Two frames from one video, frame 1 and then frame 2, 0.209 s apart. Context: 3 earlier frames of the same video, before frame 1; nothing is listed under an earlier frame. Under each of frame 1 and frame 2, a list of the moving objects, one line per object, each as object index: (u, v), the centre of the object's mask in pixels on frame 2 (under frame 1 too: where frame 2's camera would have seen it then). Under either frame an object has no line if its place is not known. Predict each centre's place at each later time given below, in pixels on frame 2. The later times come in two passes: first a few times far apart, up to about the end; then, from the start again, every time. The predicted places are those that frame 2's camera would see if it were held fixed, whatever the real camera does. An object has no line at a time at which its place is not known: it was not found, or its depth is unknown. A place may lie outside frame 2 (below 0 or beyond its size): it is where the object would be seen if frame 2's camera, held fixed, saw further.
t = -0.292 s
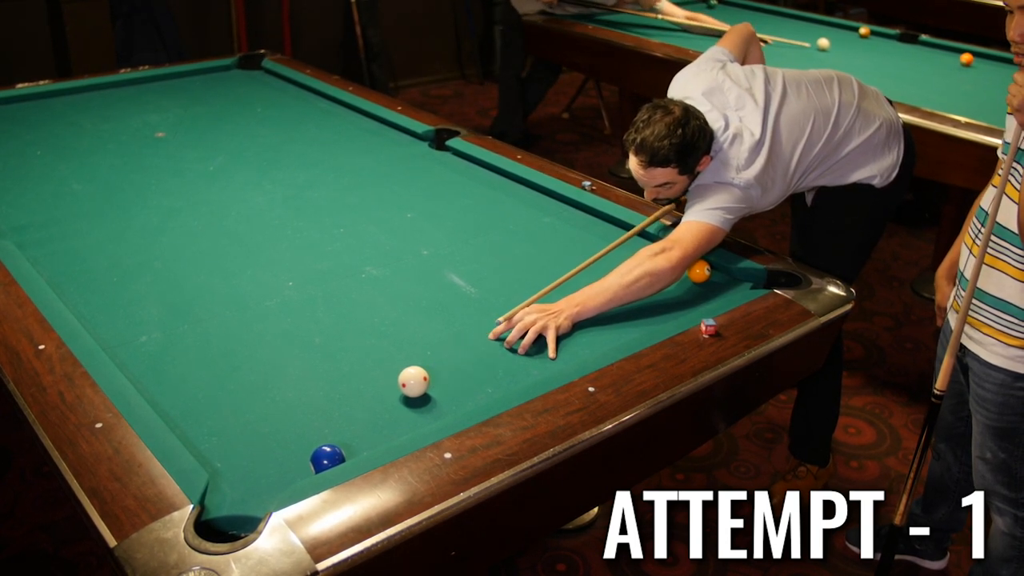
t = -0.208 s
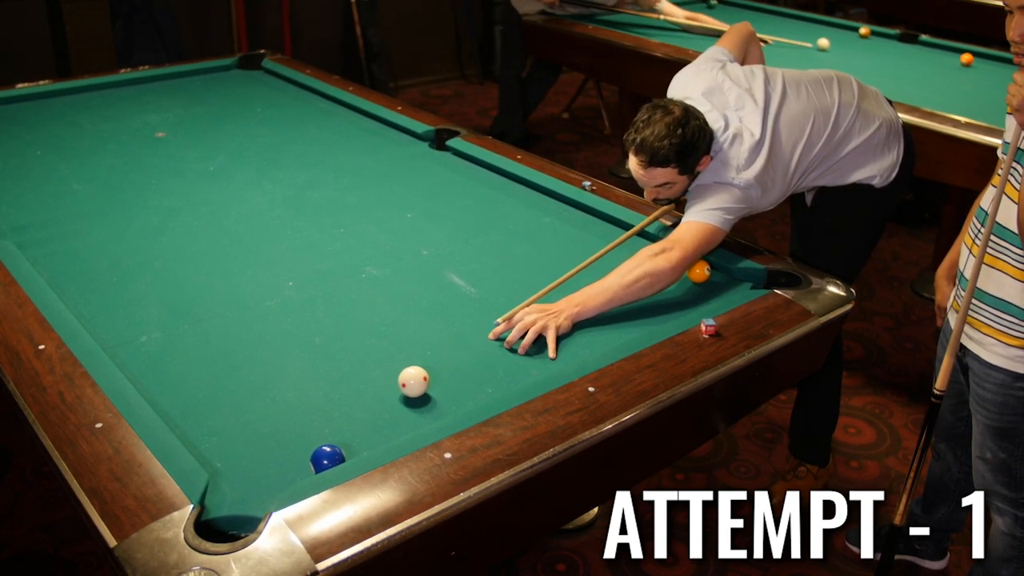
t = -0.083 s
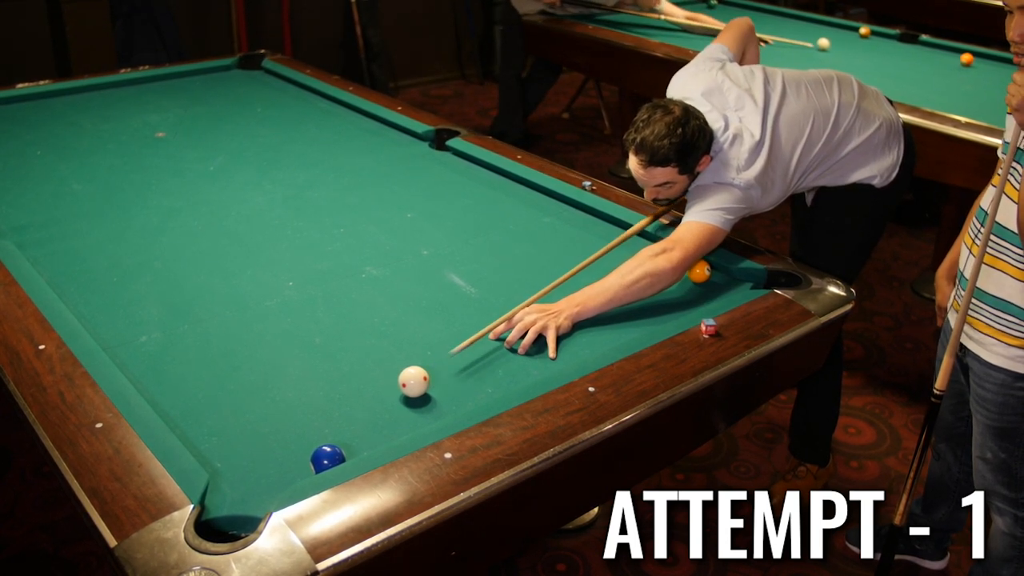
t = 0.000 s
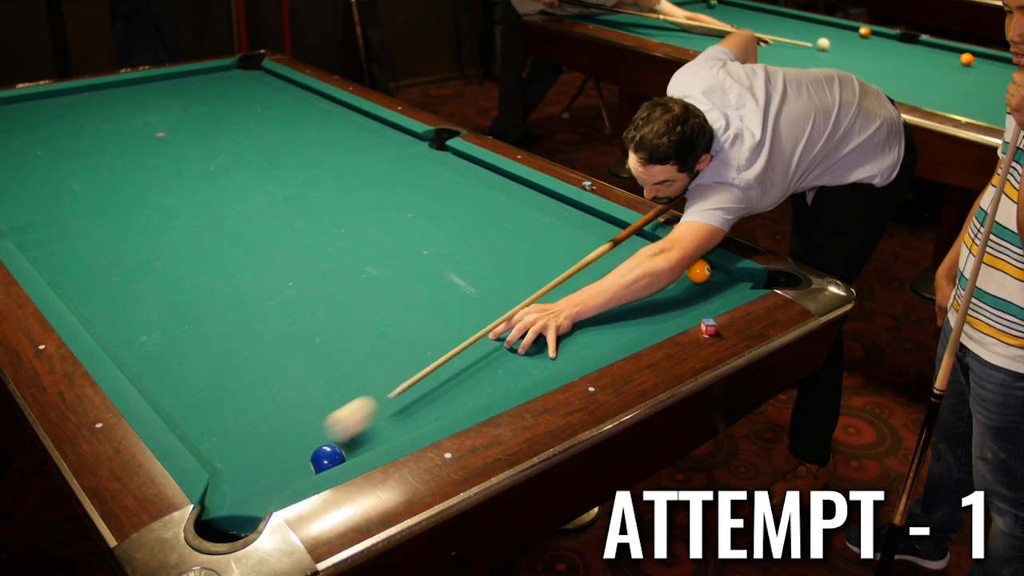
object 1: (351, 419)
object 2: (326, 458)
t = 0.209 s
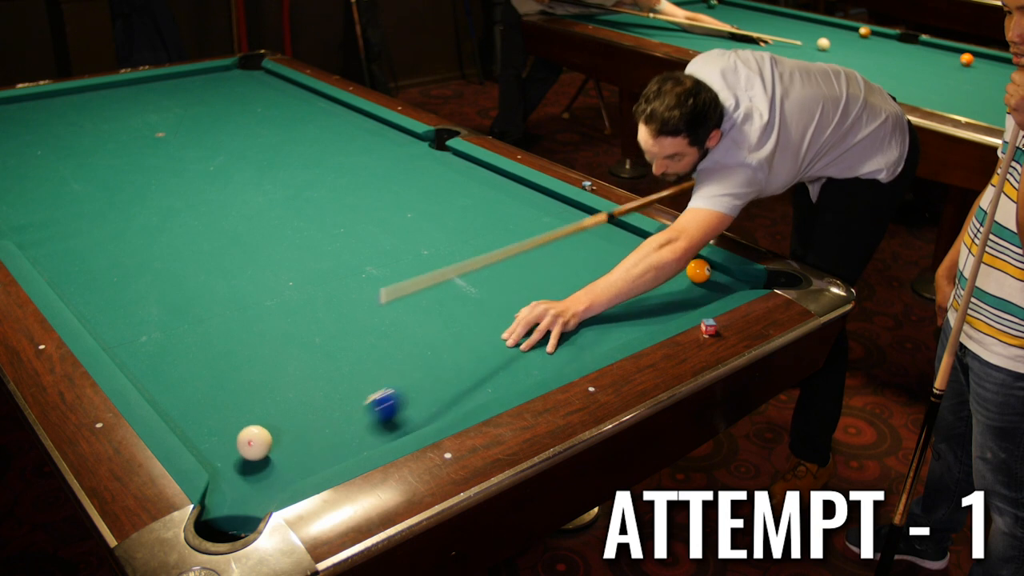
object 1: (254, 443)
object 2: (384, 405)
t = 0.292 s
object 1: (249, 436)
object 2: (449, 373)
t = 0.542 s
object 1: (234, 417)
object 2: (569, 303)
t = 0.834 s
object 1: (219, 398)
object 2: (658, 246)
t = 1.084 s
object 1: (207, 384)
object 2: (580, 264)
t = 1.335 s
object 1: (197, 373)
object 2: (500, 281)
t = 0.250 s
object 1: (251, 439)
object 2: (419, 388)
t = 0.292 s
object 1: (249, 436)
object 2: (449, 373)
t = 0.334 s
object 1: (246, 432)
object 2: (474, 360)
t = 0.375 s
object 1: (244, 429)
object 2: (496, 347)
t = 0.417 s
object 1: (242, 426)
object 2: (516, 335)
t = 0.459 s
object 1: (239, 422)
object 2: (534, 324)
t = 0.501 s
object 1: (237, 420)
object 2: (551, 314)
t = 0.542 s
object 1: (234, 417)
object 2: (569, 303)
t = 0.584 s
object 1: (232, 414)
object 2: (584, 294)
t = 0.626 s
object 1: (230, 411)
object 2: (598, 284)
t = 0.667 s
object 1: (228, 408)
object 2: (614, 275)
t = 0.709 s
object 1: (226, 405)
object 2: (628, 267)
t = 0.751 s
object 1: (224, 403)
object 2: (641, 258)
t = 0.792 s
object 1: (221, 400)
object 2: (655, 250)
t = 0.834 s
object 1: (219, 398)
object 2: (658, 246)
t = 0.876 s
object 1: (217, 395)
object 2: (644, 250)
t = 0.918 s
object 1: (215, 393)
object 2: (630, 254)
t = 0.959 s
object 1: (213, 391)
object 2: (617, 256)
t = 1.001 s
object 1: (211, 389)
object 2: (604, 258)
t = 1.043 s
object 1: (209, 386)
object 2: (592, 262)
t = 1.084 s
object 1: (207, 384)
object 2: (580, 264)
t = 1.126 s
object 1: (205, 382)
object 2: (566, 267)
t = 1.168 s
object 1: (203, 380)
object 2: (554, 269)
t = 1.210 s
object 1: (202, 378)
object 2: (540, 272)
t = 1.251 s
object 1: (200, 376)
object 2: (527, 275)
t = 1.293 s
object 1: (198, 375)
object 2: (514, 278)
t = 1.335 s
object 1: (197, 373)
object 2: (500, 281)
